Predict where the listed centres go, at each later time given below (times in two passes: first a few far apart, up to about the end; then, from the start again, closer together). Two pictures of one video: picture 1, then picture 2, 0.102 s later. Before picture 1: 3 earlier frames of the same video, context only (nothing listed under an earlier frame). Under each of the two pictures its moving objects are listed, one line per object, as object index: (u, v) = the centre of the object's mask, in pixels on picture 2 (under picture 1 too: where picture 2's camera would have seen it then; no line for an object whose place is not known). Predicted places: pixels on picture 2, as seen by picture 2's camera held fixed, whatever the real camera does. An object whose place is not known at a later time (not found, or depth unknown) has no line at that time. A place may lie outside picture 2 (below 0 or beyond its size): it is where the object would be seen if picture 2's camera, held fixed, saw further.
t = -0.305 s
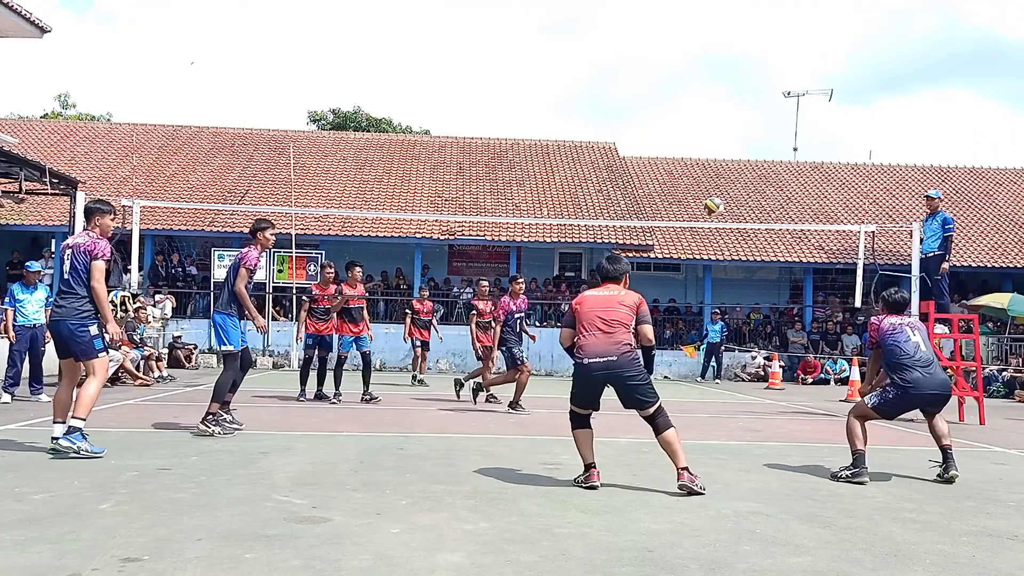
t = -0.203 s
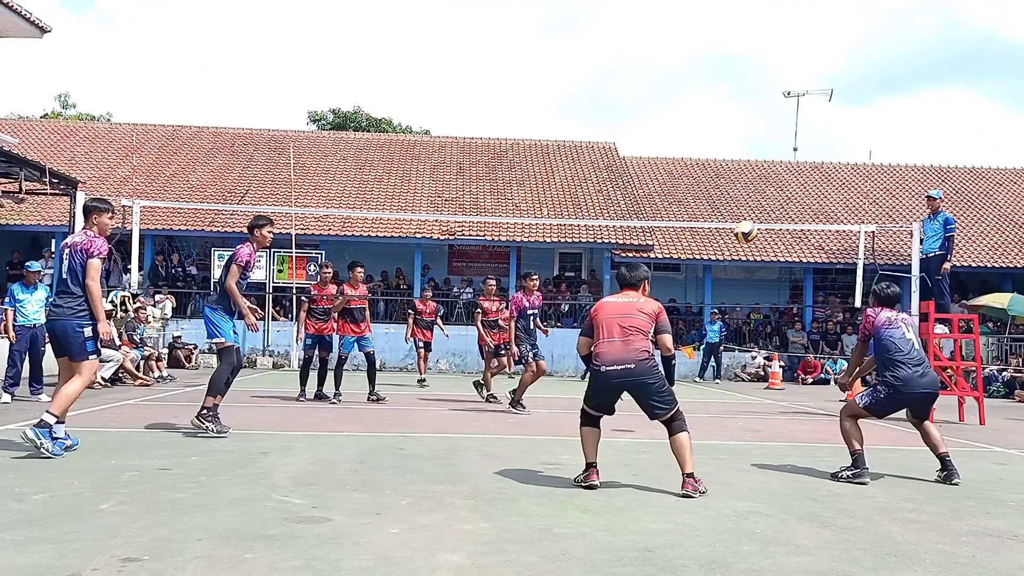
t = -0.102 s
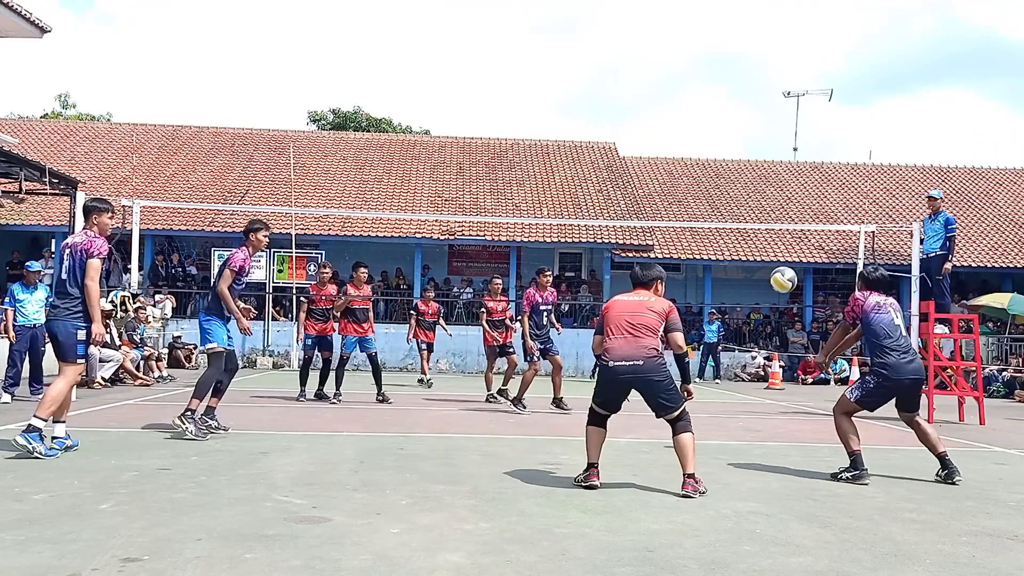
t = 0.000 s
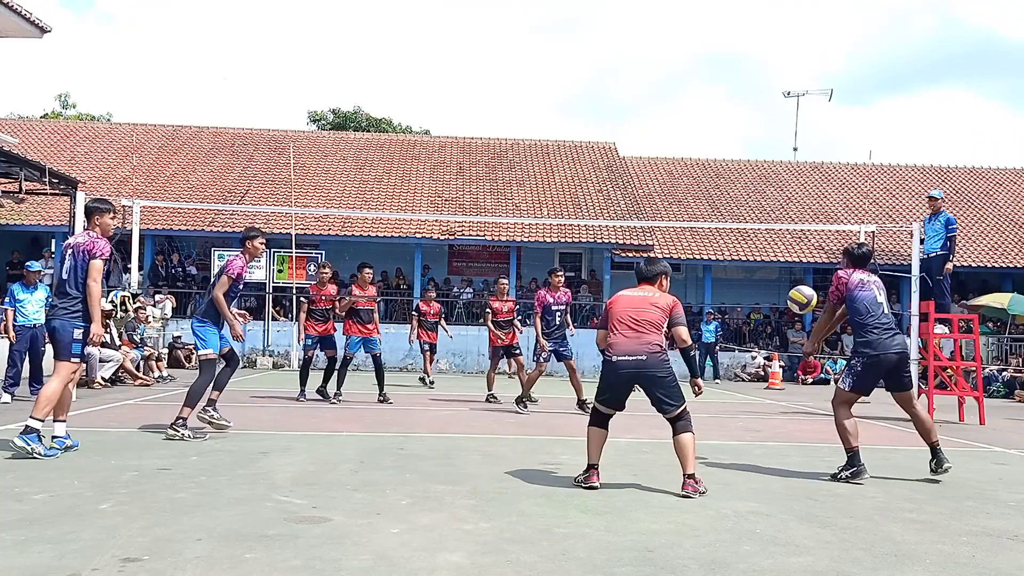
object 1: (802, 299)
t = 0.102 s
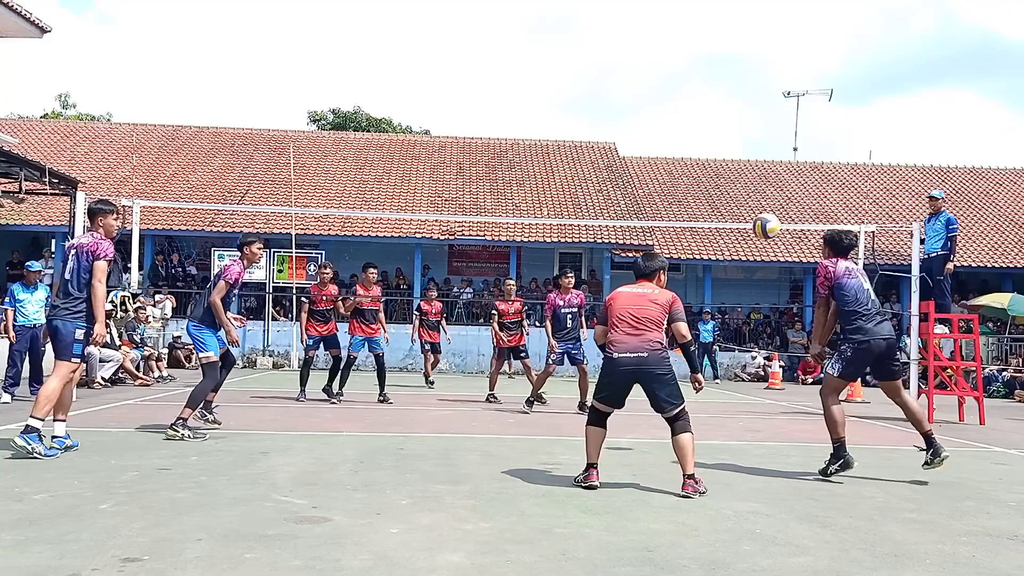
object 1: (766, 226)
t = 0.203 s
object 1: (733, 171)
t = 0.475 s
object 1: (653, 101)
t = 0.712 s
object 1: (597, 107)
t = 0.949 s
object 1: (548, 164)
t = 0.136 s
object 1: (755, 206)
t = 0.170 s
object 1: (744, 187)
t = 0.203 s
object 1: (733, 171)
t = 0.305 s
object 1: (701, 133)
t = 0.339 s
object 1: (691, 124)
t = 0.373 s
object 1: (682, 116)
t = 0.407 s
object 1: (672, 109)
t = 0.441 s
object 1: (663, 104)
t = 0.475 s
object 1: (653, 101)
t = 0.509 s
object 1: (644, 98)
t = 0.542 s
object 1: (637, 96)
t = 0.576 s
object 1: (629, 95)
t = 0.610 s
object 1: (620, 96)
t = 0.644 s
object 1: (613, 99)
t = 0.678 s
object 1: (605, 103)
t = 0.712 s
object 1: (597, 107)
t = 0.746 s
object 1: (589, 112)
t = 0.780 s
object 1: (582, 118)
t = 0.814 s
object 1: (575, 126)
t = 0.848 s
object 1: (568, 134)
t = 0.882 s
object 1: (560, 144)
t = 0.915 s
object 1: (554, 153)
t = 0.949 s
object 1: (548, 164)
